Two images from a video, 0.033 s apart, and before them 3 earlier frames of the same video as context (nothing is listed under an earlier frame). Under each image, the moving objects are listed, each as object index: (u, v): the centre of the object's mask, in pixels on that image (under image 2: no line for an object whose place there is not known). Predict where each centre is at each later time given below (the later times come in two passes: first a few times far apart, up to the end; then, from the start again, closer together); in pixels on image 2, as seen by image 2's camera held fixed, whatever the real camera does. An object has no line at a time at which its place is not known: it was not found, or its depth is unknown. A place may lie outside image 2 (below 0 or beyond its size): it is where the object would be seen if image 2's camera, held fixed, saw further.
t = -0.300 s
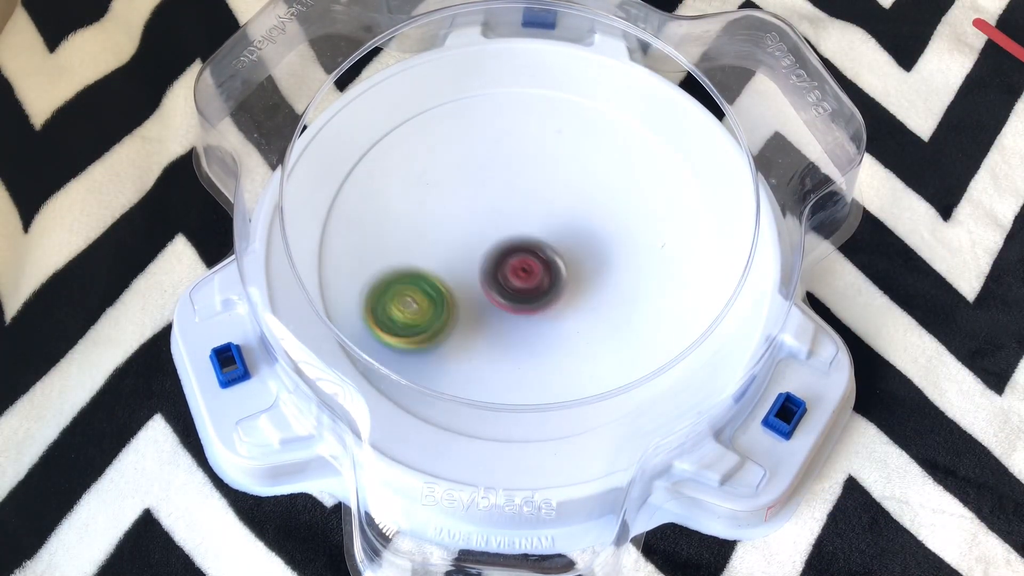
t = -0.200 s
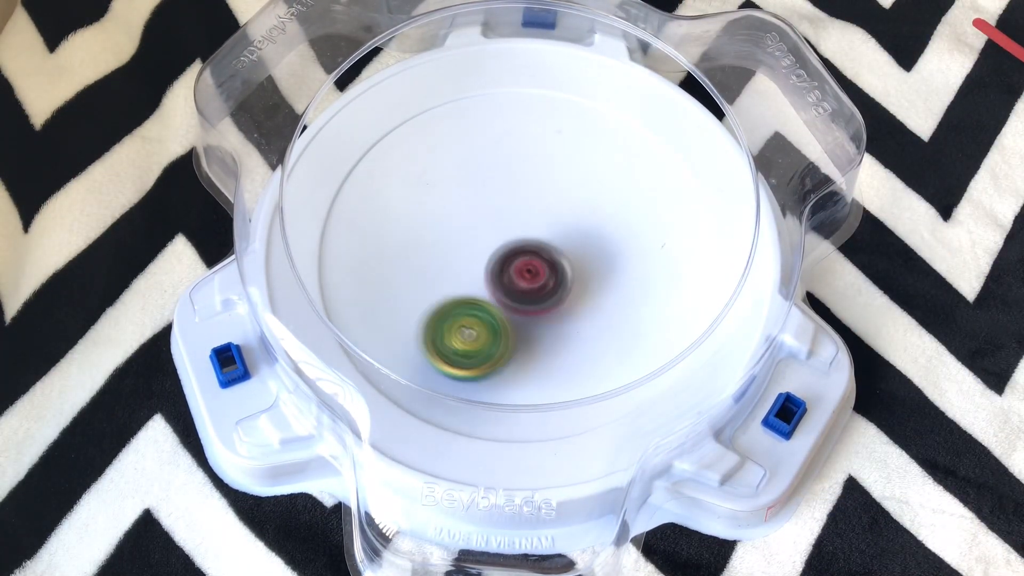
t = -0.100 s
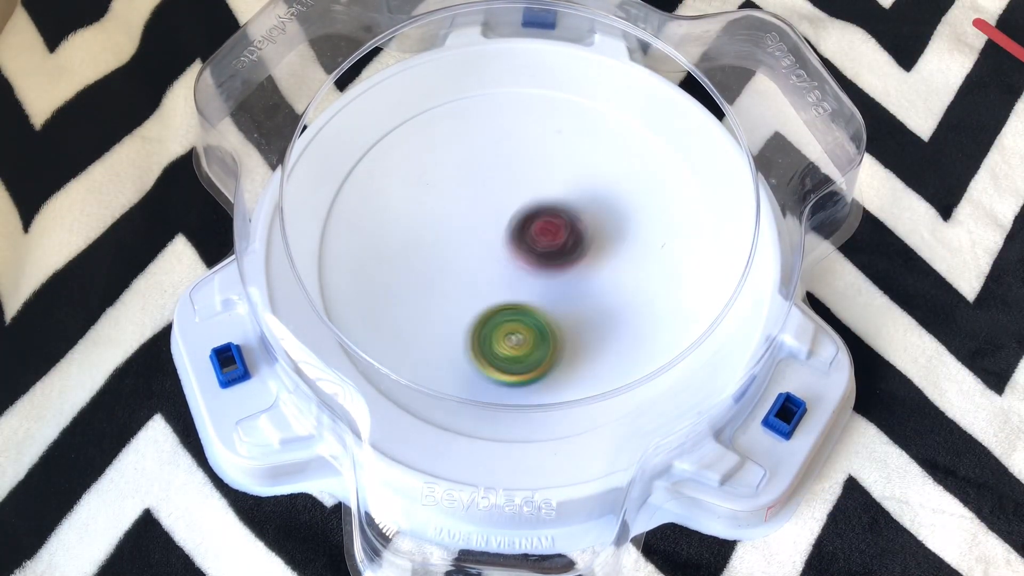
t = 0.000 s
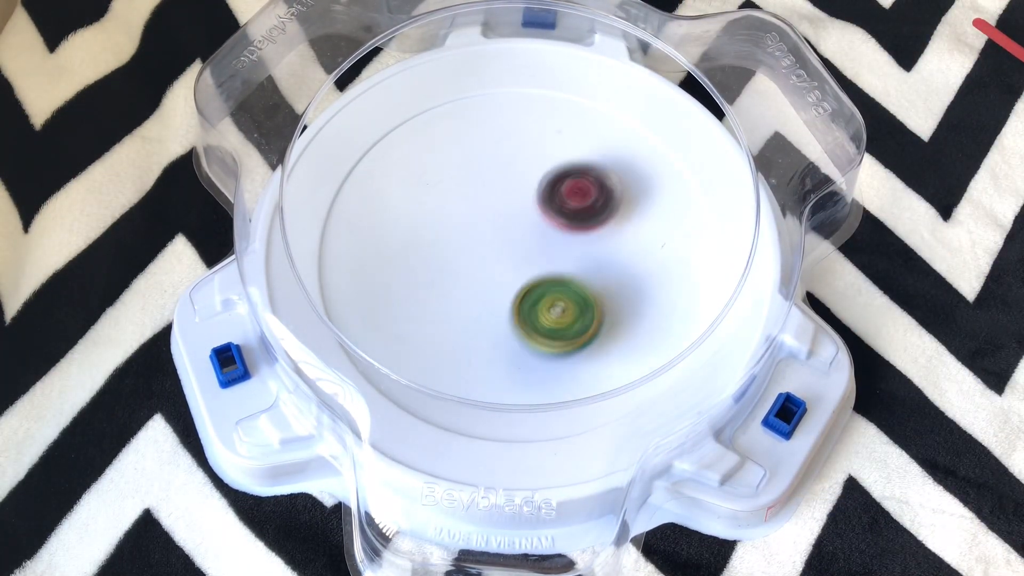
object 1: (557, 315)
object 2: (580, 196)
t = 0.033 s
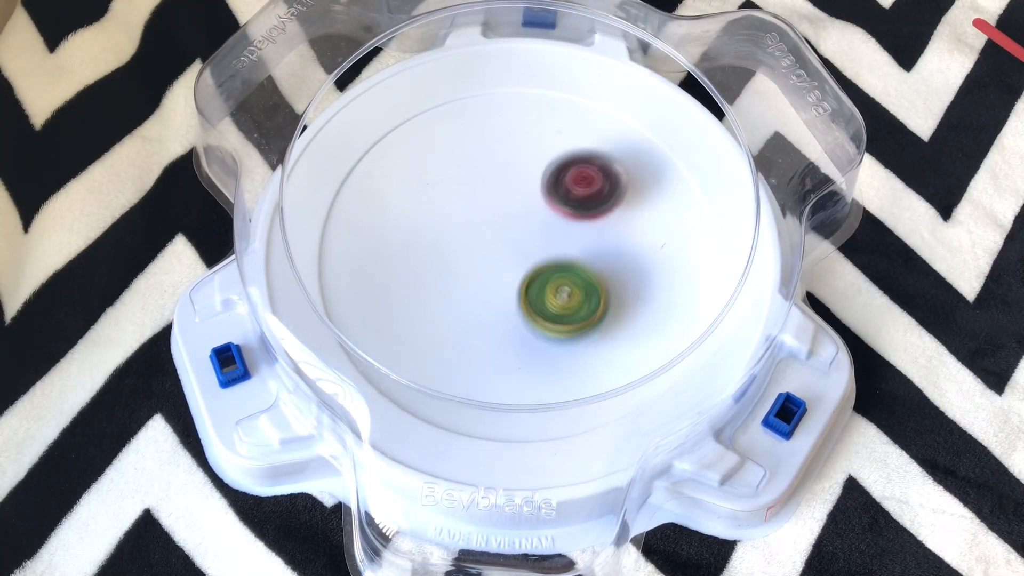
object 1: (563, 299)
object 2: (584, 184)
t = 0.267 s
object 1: (507, 242)
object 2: (574, 152)
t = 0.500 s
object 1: (445, 273)
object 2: (533, 214)
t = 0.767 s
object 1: (469, 312)
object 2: (573, 258)
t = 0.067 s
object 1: (564, 282)
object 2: (587, 180)
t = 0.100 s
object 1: (561, 266)
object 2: (589, 184)
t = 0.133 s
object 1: (554, 252)
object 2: (582, 178)
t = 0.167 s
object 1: (542, 247)
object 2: (579, 164)
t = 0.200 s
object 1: (528, 244)
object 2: (578, 158)
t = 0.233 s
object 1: (516, 242)
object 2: (576, 159)
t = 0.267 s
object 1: (507, 242)
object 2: (574, 152)
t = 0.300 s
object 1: (496, 242)
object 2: (572, 153)
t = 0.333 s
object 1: (485, 241)
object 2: (570, 163)
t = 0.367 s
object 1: (475, 243)
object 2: (562, 170)
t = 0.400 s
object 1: (466, 247)
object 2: (550, 179)
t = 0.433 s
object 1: (459, 253)
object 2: (539, 197)
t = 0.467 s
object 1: (453, 261)
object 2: (531, 210)
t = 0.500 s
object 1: (445, 273)
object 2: (533, 214)
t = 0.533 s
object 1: (443, 285)
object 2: (535, 228)
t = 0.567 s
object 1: (444, 297)
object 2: (538, 240)
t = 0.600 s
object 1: (447, 306)
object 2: (543, 238)
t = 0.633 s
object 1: (454, 311)
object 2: (548, 244)
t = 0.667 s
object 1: (460, 313)
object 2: (553, 259)
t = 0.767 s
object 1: (469, 312)
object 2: (573, 258)
